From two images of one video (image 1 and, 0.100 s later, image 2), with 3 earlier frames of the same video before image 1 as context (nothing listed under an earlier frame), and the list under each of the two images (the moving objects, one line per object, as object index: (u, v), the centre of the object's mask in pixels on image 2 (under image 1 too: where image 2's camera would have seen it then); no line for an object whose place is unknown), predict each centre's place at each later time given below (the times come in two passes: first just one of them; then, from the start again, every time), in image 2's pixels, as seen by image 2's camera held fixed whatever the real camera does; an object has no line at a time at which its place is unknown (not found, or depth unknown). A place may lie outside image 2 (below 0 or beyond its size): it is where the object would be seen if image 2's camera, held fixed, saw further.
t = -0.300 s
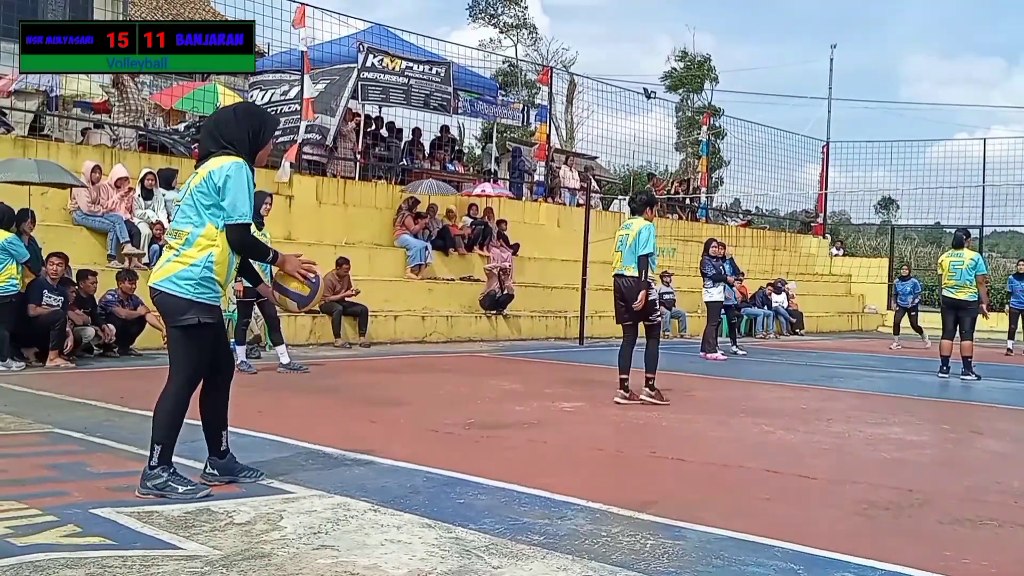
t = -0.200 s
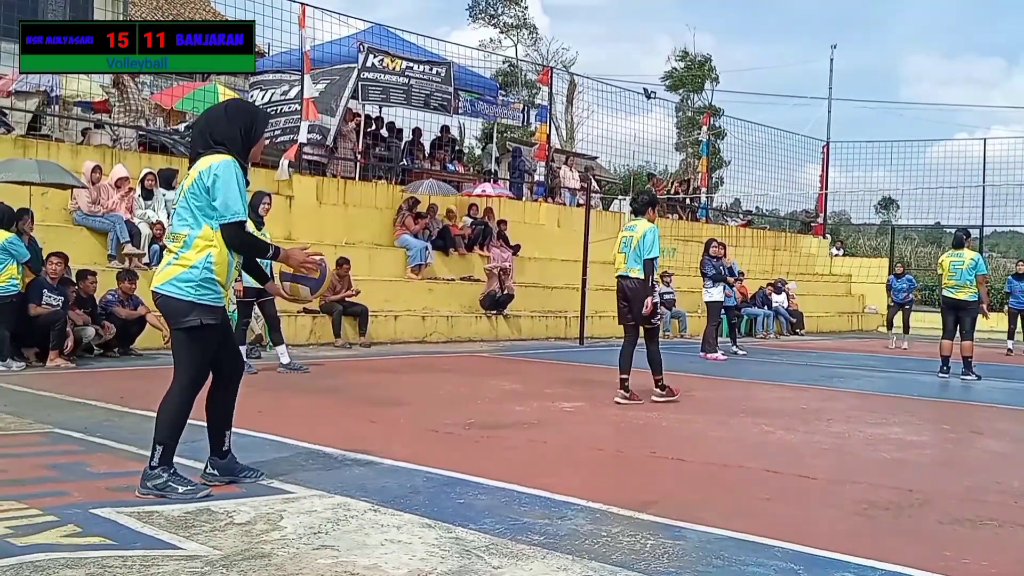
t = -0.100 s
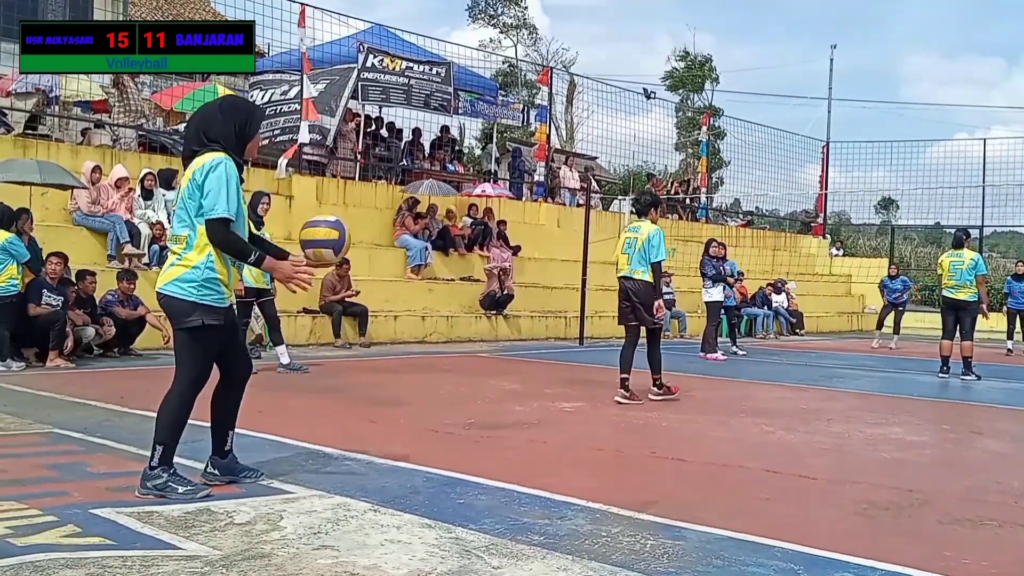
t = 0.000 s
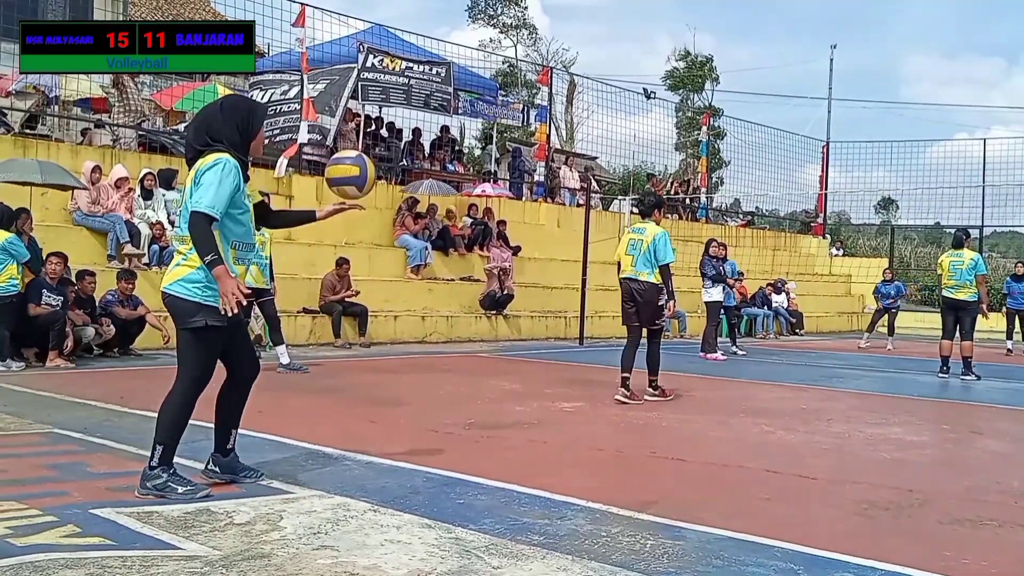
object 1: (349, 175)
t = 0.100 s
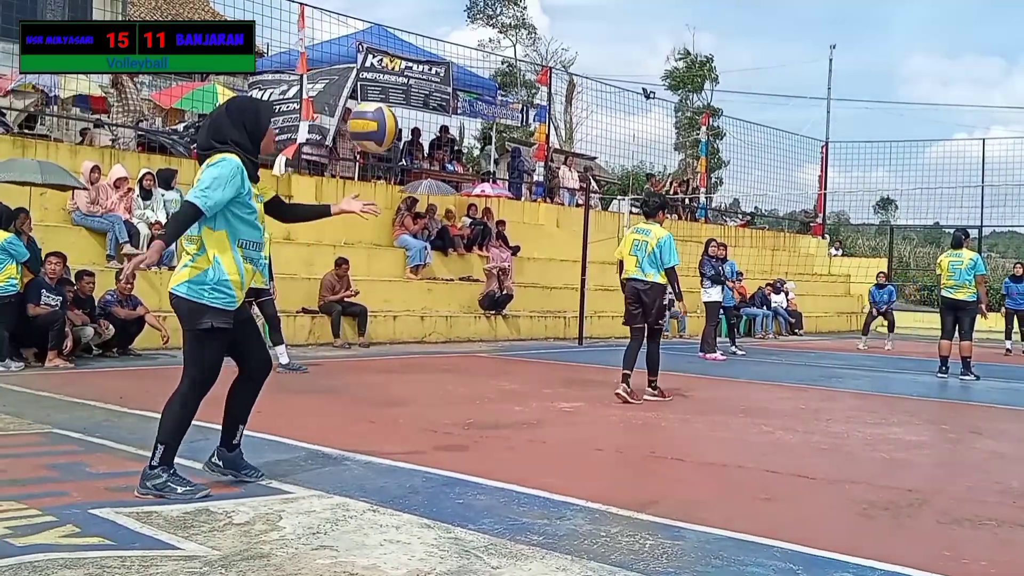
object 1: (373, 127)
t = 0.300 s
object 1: (415, 100)
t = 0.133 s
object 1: (380, 116)
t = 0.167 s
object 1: (387, 108)
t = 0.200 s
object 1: (394, 102)
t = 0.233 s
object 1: (401, 99)
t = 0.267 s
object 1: (408, 98)
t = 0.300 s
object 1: (415, 100)
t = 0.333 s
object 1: (421, 104)
